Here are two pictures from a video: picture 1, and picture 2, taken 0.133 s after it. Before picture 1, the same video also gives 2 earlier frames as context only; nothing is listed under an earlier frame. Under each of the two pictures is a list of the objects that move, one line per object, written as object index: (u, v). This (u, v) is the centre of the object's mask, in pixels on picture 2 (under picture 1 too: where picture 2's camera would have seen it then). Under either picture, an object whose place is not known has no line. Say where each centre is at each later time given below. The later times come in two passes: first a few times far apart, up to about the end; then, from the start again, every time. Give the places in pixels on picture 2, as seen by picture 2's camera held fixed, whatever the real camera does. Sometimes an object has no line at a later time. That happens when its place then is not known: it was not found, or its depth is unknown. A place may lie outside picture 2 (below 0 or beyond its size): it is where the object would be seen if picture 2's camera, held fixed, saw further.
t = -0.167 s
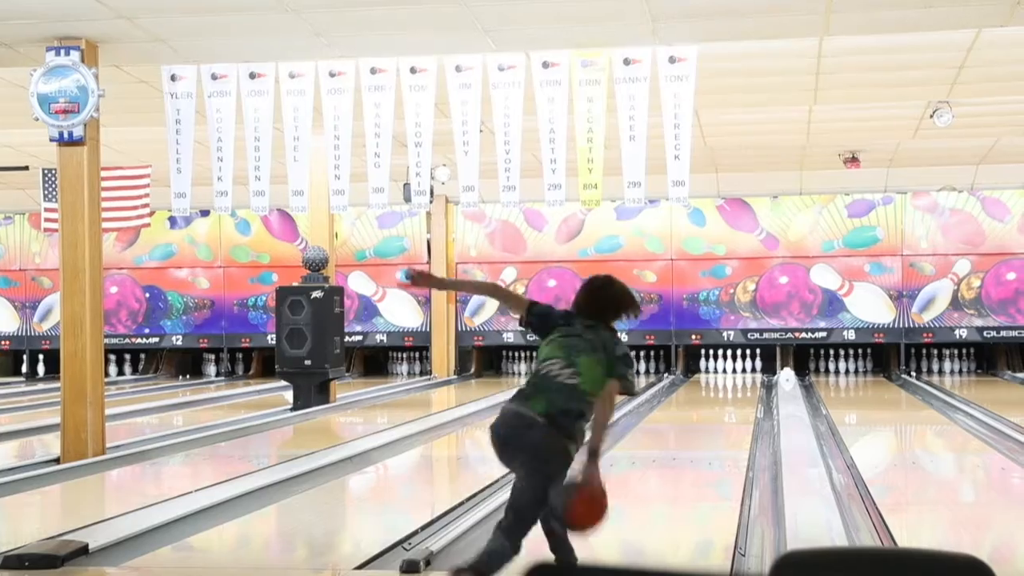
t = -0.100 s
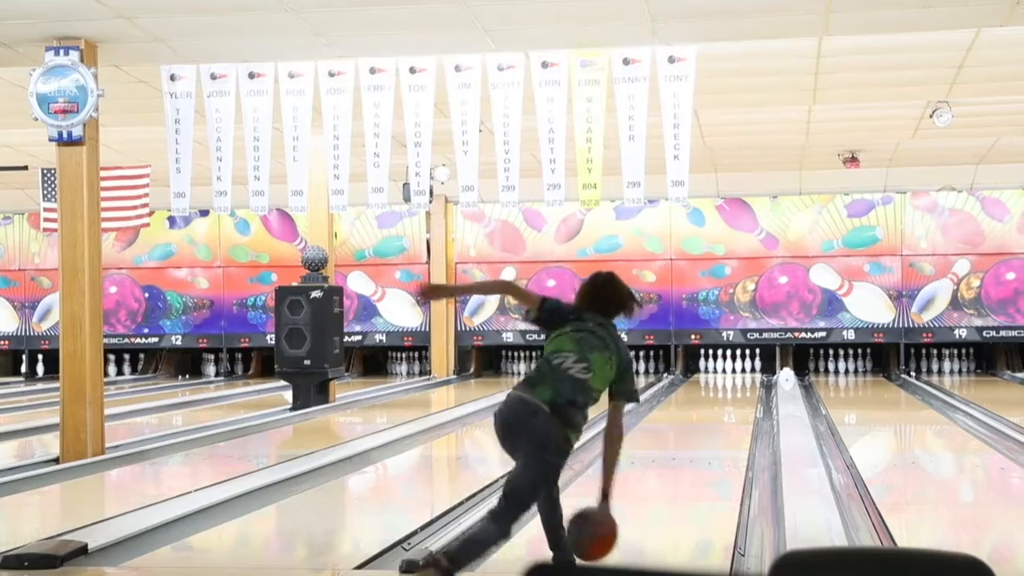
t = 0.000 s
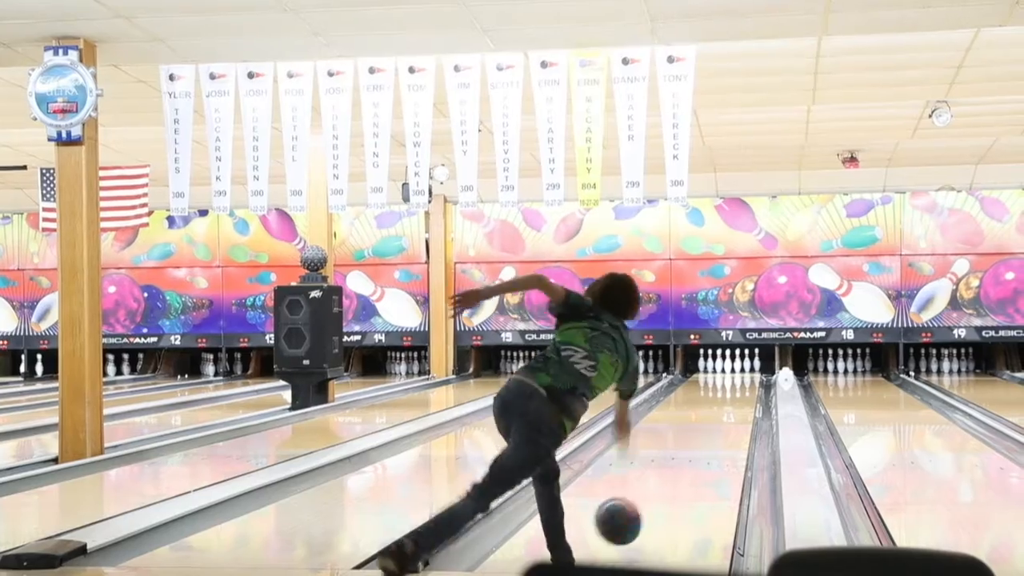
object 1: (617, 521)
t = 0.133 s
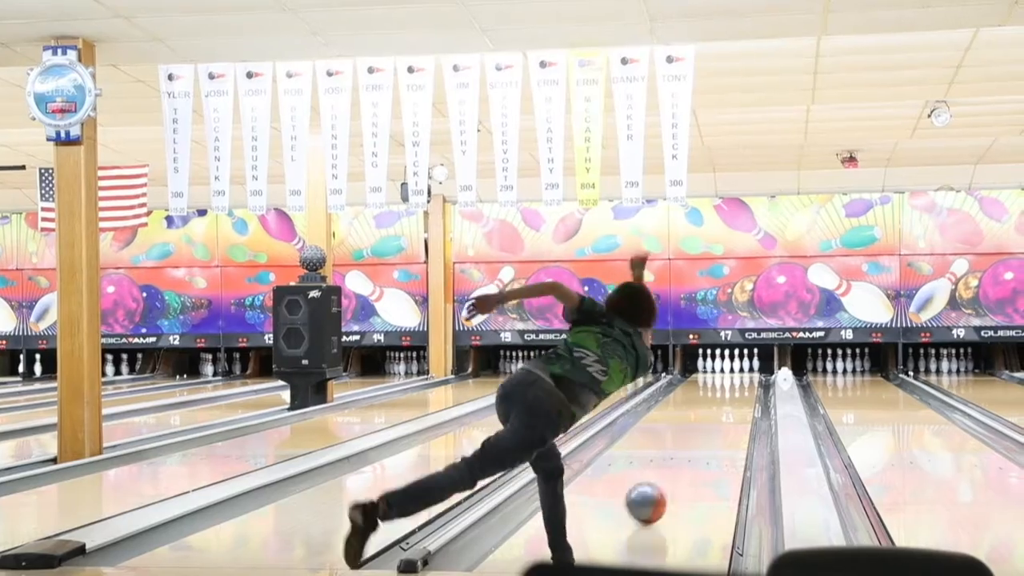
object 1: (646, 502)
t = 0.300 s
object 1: (672, 475)
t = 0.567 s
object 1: (700, 444)
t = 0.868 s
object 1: (721, 419)
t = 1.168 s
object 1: (734, 403)
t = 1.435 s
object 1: (740, 392)
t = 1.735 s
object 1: (743, 382)
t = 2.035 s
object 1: (742, 375)
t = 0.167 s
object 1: (652, 497)
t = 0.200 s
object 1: (657, 491)
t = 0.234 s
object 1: (662, 485)
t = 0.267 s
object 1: (667, 479)
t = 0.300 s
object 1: (672, 475)
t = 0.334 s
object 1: (676, 470)
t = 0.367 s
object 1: (680, 465)
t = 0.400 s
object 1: (684, 462)
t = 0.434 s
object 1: (688, 457)
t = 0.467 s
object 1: (691, 454)
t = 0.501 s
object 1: (694, 450)
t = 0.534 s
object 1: (697, 447)
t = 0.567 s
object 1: (700, 444)
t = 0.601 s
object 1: (703, 441)
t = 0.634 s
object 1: (706, 437)
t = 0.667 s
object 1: (708, 435)
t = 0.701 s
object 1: (711, 432)
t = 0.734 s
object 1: (713, 430)
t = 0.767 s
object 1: (715, 427)
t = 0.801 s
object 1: (717, 424)
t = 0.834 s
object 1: (719, 422)
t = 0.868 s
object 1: (721, 419)
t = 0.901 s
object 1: (723, 417)
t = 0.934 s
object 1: (724, 415)
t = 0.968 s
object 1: (726, 413)
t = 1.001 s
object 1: (727, 411)
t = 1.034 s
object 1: (729, 409)
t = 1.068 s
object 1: (730, 408)
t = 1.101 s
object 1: (732, 405)
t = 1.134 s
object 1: (732, 404)
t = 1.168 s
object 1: (734, 403)
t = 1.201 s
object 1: (735, 401)
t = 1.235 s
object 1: (736, 400)
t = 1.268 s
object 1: (737, 398)
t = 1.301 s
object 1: (737, 396)
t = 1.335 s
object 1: (738, 395)
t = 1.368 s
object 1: (739, 394)
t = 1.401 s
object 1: (740, 393)
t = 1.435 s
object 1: (740, 392)
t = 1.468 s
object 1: (741, 391)
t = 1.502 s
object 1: (741, 389)
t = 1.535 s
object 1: (742, 388)
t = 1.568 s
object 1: (742, 387)
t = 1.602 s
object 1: (742, 386)
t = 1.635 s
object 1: (743, 385)
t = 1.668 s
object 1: (742, 384)
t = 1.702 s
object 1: (743, 383)
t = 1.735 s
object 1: (743, 382)
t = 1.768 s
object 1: (743, 382)
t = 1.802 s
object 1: (743, 381)
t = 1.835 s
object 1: (744, 380)
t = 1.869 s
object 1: (742, 379)
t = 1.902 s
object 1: (742, 379)
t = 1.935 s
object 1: (743, 378)
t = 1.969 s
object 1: (743, 377)
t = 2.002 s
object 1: (742, 376)
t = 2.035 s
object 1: (742, 375)
